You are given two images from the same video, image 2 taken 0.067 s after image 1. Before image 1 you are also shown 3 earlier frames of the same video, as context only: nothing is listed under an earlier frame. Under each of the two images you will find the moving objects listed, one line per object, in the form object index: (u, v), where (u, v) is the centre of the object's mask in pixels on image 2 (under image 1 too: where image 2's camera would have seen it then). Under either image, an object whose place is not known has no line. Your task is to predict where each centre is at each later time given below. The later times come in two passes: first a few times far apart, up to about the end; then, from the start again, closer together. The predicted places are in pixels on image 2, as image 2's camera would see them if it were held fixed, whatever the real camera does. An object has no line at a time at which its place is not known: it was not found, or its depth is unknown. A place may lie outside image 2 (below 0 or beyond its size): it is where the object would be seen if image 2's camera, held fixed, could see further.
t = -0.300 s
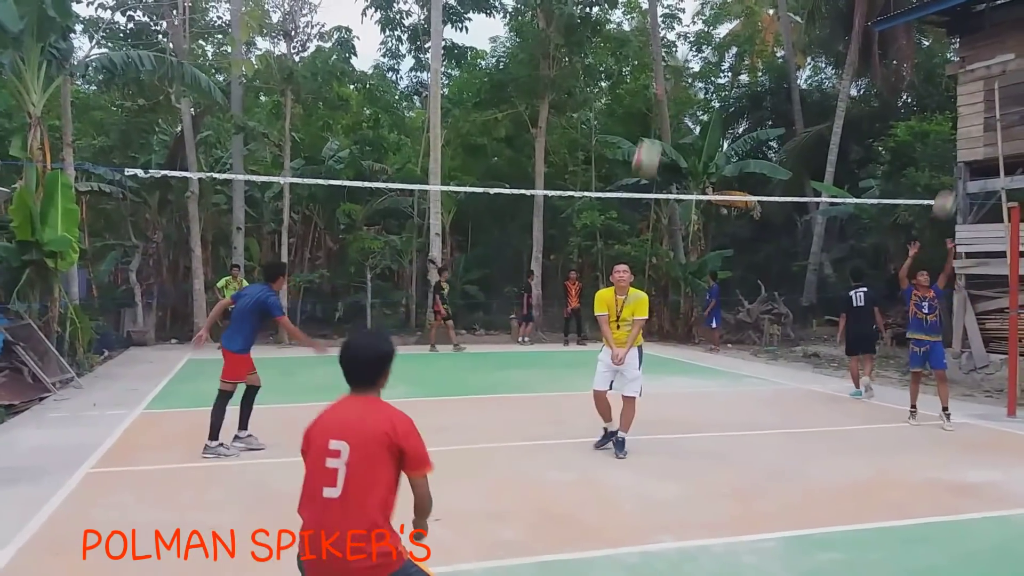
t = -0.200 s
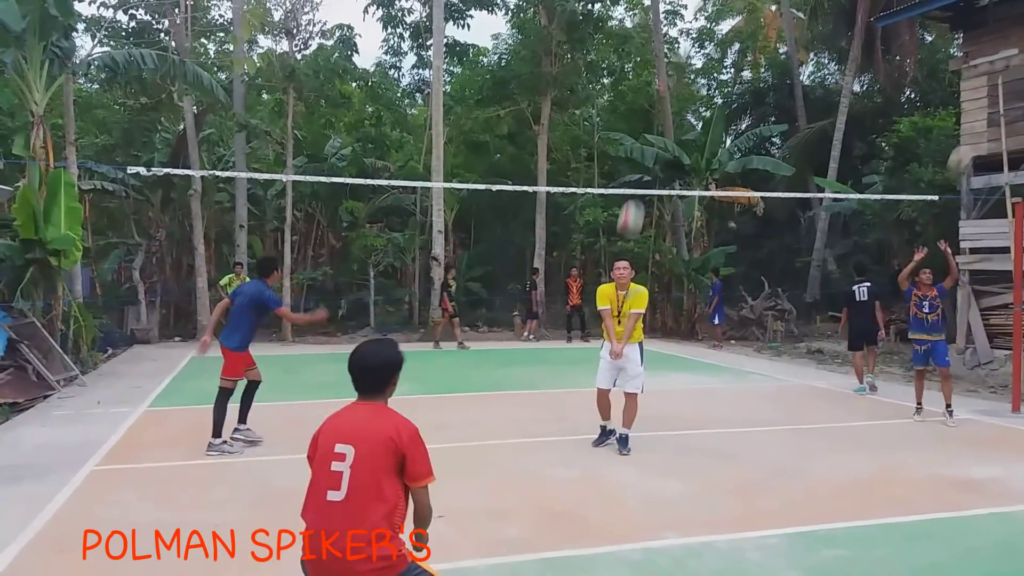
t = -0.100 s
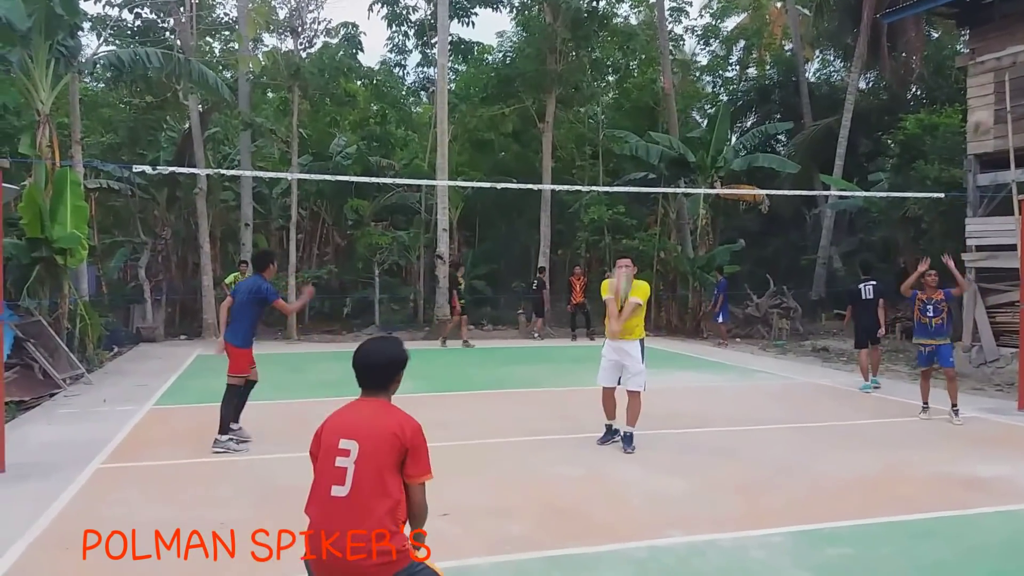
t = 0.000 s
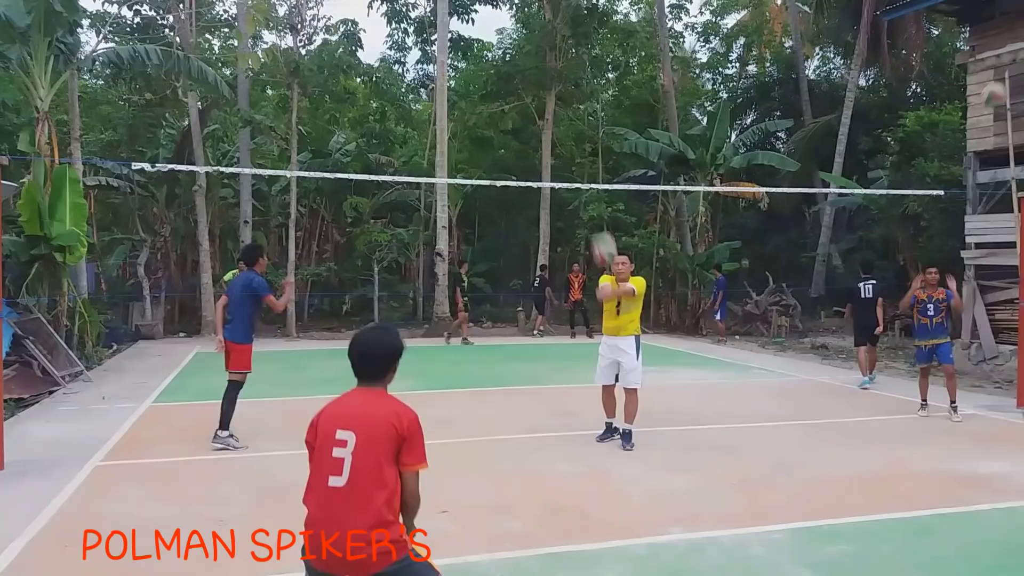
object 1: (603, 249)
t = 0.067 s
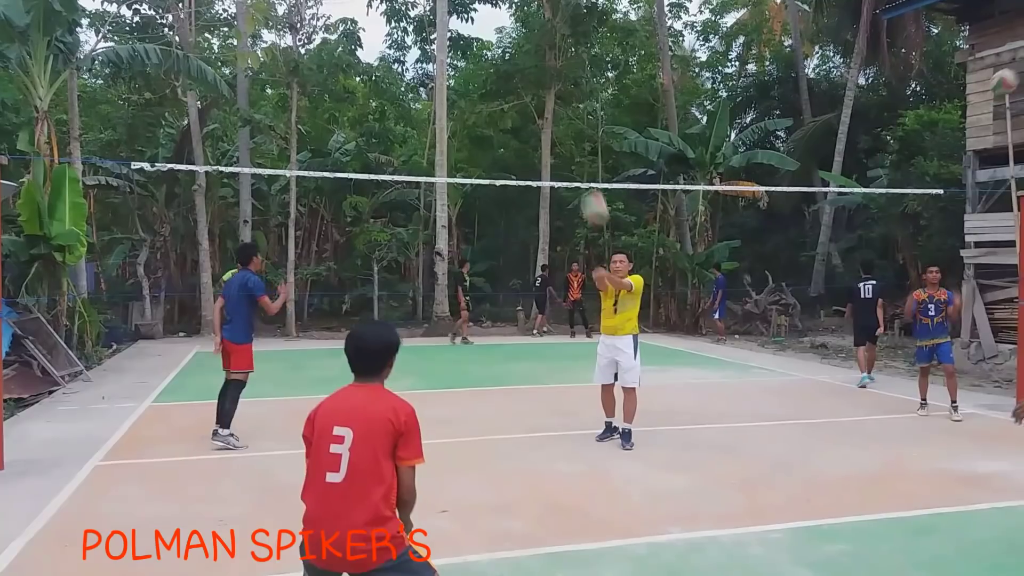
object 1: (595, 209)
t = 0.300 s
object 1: (559, 92)
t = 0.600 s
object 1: (506, 21)
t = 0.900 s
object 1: (429, 87)
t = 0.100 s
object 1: (591, 191)
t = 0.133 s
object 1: (585, 169)
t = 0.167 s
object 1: (581, 155)
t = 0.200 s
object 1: (576, 137)
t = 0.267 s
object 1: (564, 105)
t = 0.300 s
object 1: (559, 92)
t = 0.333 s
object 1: (554, 79)
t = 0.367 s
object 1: (549, 69)
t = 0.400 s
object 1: (543, 57)
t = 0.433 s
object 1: (537, 47)
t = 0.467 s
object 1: (532, 38)
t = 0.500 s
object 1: (526, 32)
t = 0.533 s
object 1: (518, 27)
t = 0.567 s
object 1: (512, 24)
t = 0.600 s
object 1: (506, 21)
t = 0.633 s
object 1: (497, 20)
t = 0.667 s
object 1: (489, 21)
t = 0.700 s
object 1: (481, 23)
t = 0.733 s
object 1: (473, 30)
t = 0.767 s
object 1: (464, 36)
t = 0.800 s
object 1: (457, 46)
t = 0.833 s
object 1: (450, 55)
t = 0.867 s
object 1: (439, 69)
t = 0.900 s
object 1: (429, 87)
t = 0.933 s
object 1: (419, 106)
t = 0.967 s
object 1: (411, 128)
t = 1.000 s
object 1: (402, 152)
